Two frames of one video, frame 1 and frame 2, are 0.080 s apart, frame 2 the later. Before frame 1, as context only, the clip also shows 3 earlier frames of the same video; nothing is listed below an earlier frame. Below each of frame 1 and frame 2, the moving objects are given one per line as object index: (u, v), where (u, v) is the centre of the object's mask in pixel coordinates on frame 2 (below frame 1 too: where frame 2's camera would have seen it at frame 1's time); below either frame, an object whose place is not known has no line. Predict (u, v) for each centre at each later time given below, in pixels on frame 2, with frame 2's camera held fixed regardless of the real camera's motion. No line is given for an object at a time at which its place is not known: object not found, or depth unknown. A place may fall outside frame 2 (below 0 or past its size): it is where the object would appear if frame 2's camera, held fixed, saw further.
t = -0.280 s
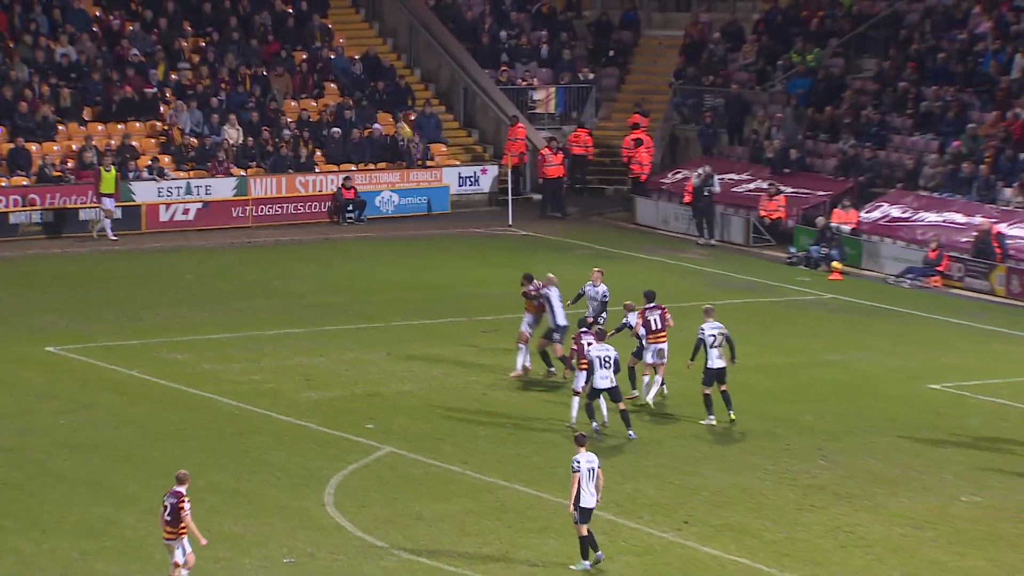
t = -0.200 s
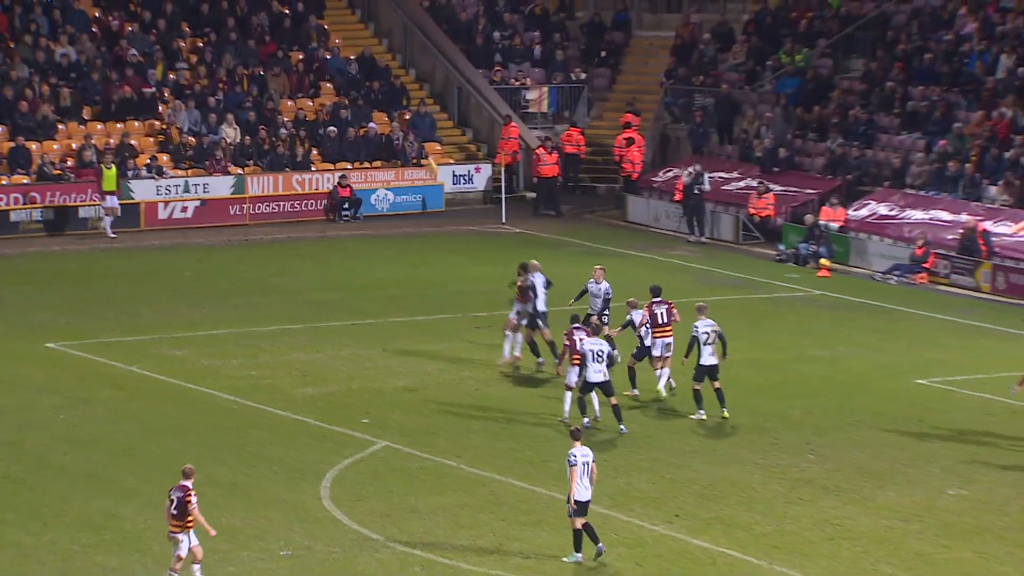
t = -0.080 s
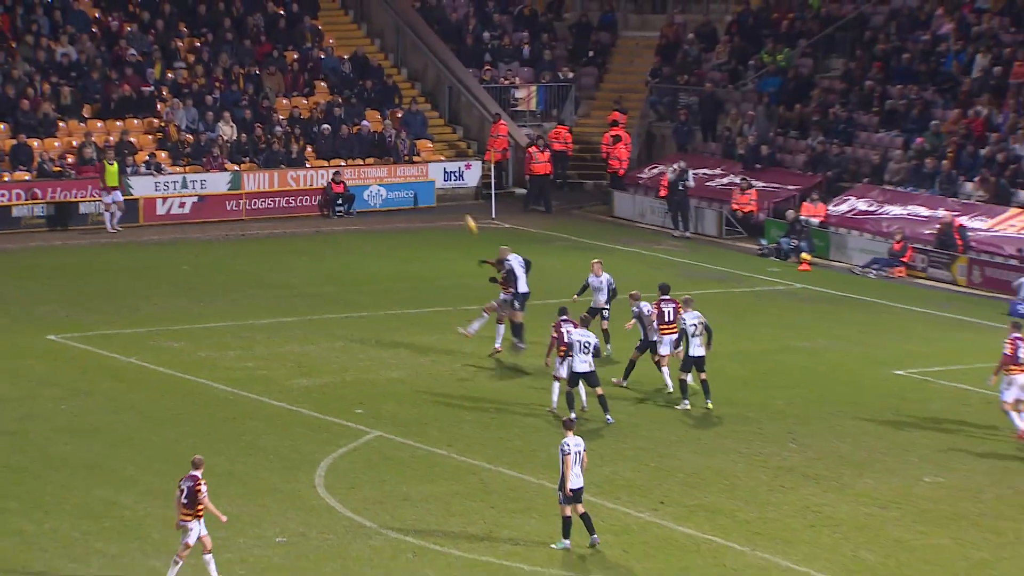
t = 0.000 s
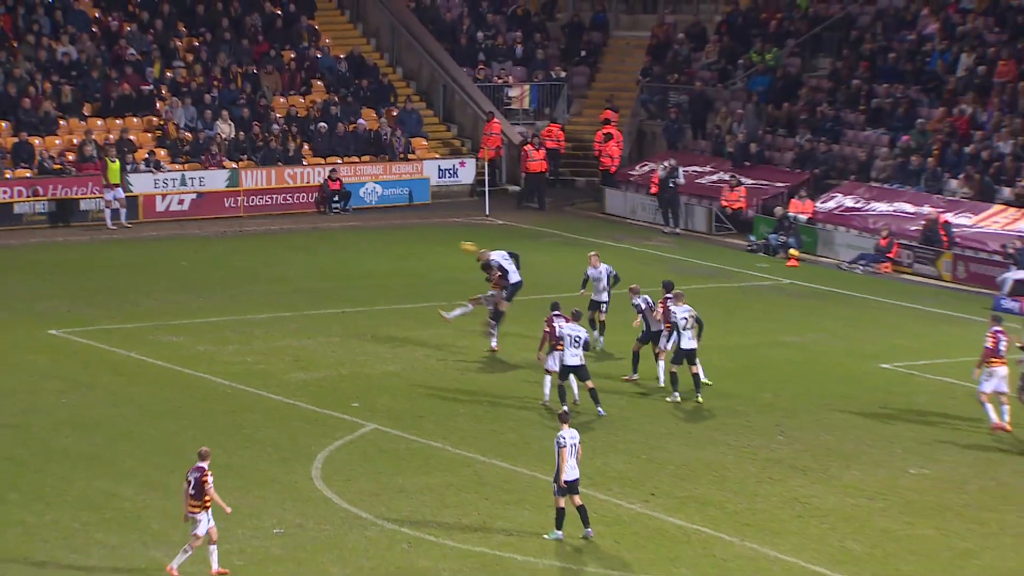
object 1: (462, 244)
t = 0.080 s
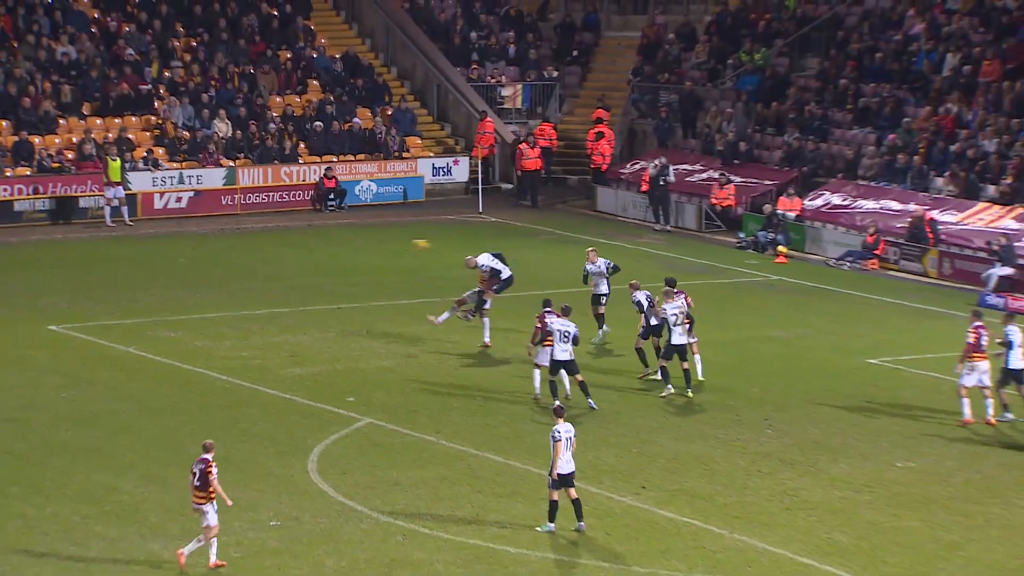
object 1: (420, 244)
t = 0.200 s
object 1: (364, 251)
